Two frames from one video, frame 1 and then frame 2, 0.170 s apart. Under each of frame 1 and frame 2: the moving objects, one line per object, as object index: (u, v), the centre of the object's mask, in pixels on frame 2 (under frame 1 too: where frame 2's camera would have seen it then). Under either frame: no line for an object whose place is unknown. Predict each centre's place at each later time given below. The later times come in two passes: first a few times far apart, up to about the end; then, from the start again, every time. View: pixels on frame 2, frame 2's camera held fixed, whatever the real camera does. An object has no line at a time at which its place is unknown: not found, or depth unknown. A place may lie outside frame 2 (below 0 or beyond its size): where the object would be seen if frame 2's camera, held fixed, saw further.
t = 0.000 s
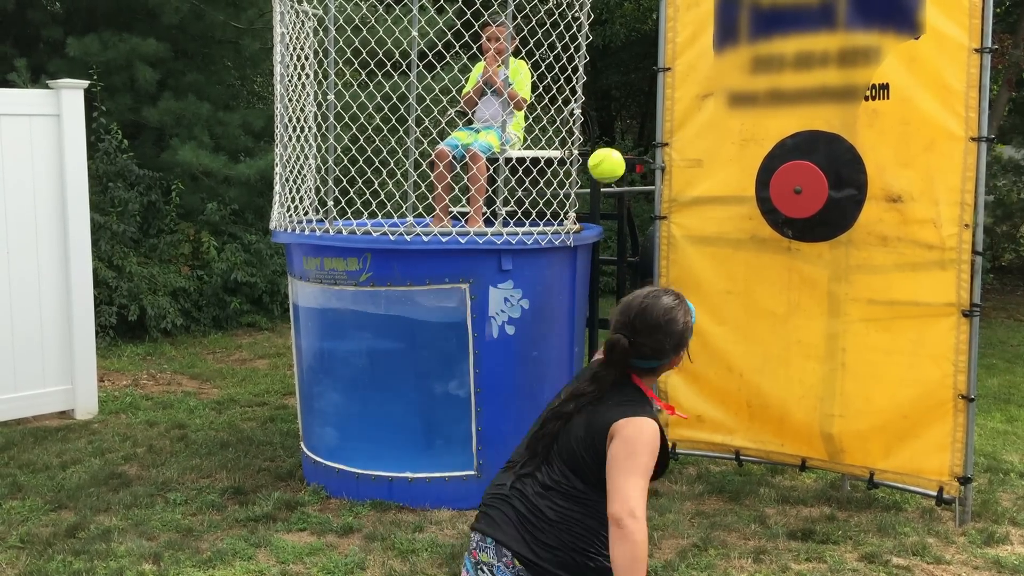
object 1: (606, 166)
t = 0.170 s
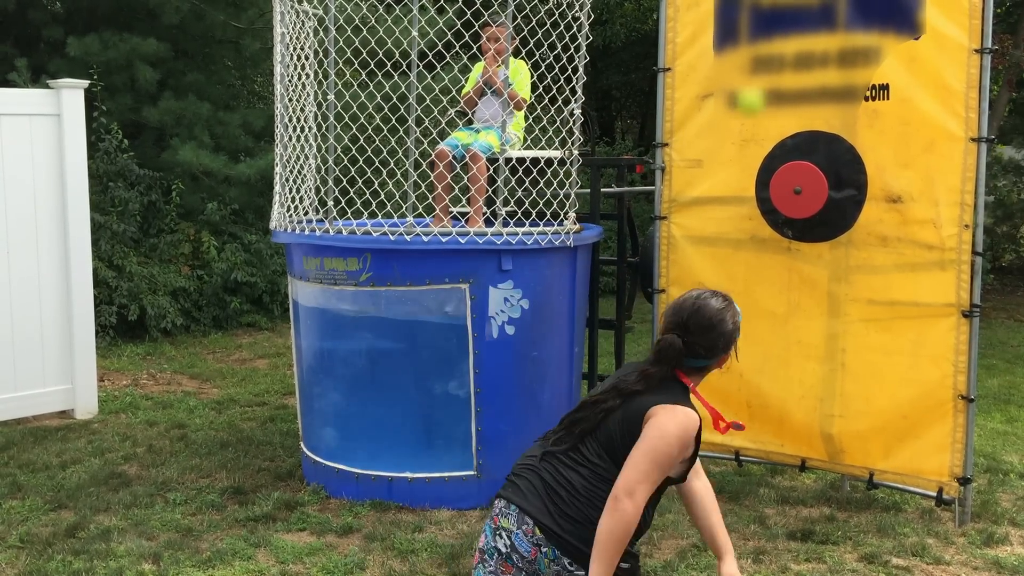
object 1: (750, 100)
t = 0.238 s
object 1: (788, 101)
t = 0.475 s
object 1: (797, 151)
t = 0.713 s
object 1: (775, 182)
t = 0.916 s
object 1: (750, 309)
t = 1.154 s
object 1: (711, 486)
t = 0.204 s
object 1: (770, 100)
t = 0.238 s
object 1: (788, 101)
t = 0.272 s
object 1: (803, 107)
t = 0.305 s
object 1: (814, 114)
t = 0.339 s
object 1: (812, 118)
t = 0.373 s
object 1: (808, 127)
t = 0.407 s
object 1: (804, 135)
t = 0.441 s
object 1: (800, 146)
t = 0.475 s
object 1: (797, 151)
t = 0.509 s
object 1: (794, 151)
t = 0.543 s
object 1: (792, 151)
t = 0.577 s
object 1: (789, 152)
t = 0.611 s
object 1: (785, 155)
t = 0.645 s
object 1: (782, 161)
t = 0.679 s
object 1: (779, 170)
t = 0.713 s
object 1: (775, 182)
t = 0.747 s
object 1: (771, 196)
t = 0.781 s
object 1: (768, 213)
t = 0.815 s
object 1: (763, 233)
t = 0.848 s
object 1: (759, 256)
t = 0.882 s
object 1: (755, 281)
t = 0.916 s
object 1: (750, 309)
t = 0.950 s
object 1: (746, 341)
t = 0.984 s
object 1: (742, 375)
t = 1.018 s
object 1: (737, 411)
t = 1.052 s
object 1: (733, 451)
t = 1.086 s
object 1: (728, 493)
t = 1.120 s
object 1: (720, 501)
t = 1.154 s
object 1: (711, 486)
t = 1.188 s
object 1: (702, 473)
